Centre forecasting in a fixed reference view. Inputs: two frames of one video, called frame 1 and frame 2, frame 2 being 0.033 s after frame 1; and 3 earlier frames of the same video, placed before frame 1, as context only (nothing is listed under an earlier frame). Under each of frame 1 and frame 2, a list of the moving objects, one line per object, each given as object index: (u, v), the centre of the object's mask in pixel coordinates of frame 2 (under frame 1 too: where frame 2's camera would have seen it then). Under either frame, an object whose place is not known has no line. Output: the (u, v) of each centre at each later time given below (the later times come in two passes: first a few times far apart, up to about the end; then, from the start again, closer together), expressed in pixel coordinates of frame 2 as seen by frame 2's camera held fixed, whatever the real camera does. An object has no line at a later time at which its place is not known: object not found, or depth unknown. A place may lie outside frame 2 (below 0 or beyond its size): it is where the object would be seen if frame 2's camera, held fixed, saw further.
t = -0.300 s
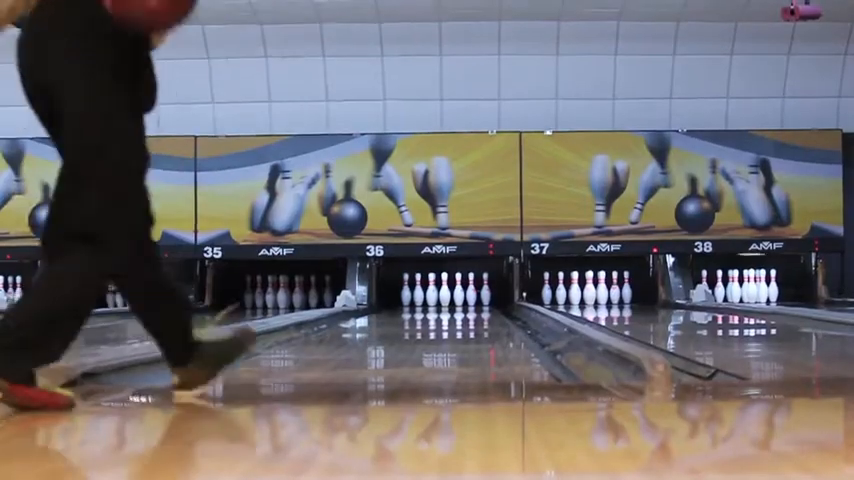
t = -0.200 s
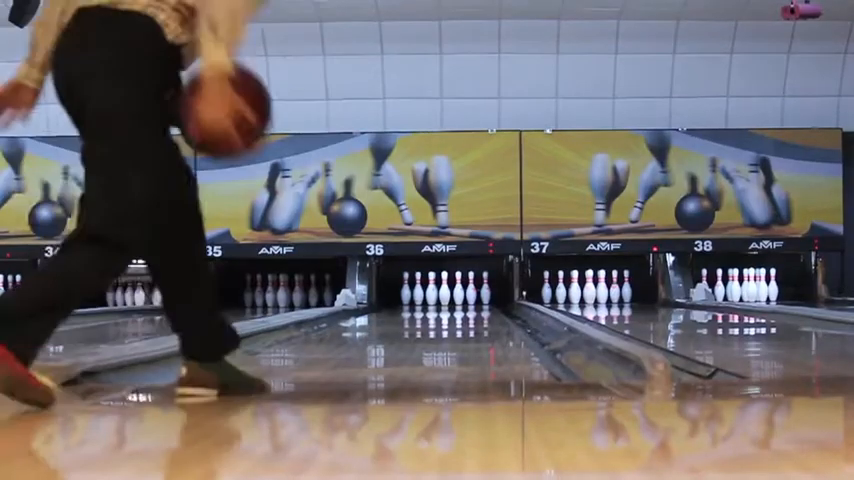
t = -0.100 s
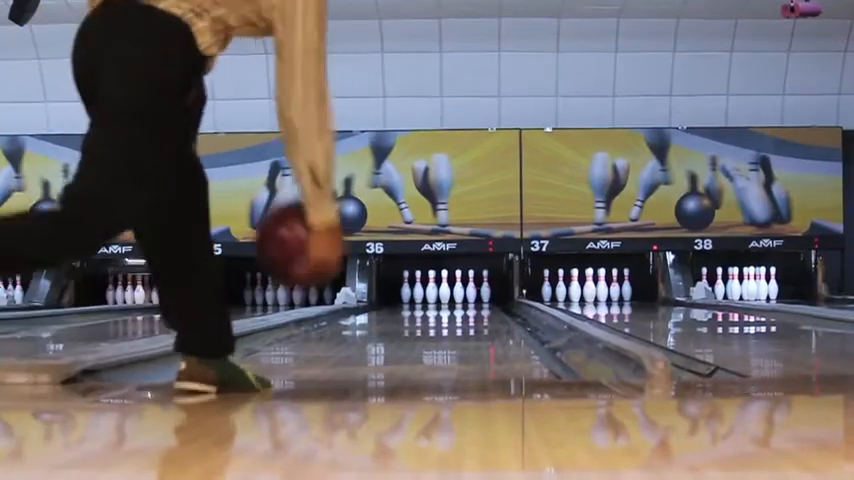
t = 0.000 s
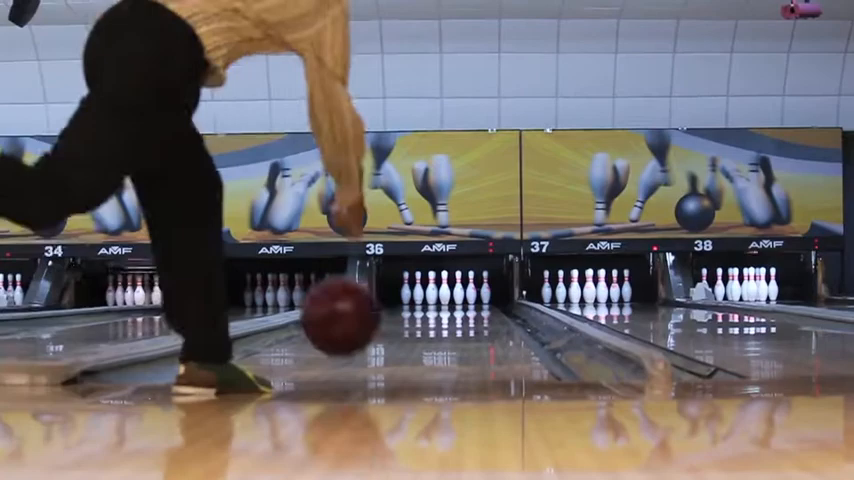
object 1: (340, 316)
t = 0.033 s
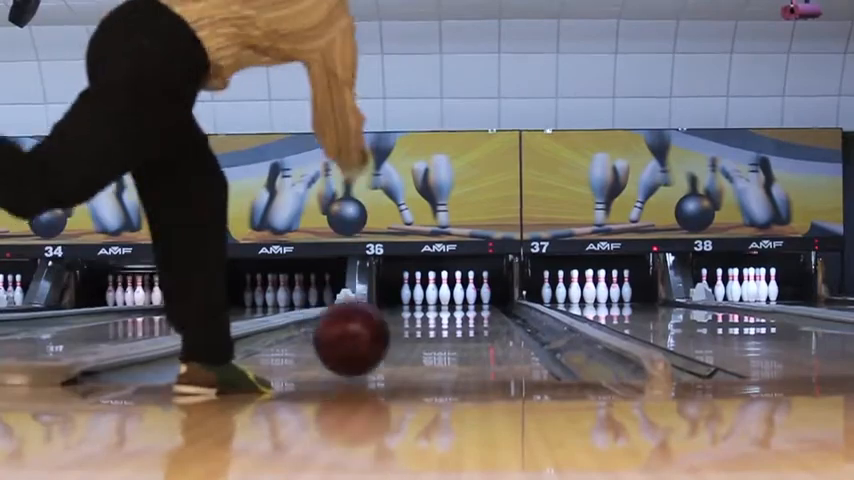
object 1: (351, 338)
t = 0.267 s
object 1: (405, 331)
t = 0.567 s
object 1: (448, 321)
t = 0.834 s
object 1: (472, 314)
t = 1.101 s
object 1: (488, 309)
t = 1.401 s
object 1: (496, 305)
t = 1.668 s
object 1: (499, 302)
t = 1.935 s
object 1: (499, 300)
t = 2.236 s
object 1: (494, 300)
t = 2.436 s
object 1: (487, 298)
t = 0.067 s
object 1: (361, 341)
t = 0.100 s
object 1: (369, 340)
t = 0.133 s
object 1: (378, 338)
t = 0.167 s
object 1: (385, 336)
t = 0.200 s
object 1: (393, 334)
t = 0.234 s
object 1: (399, 333)
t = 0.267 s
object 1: (405, 331)
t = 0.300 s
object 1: (412, 330)
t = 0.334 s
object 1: (417, 329)
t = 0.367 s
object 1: (423, 328)
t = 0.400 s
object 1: (427, 327)
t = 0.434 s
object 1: (432, 326)
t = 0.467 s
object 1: (437, 324)
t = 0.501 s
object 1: (440, 322)
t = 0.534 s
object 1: (444, 322)
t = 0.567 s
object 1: (448, 321)
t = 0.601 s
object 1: (452, 320)
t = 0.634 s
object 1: (455, 319)
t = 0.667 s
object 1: (458, 318)
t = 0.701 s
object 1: (461, 317)
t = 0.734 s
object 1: (464, 317)
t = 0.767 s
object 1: (468, 315)
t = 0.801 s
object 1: (470, 315)
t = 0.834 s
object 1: (472, 314)
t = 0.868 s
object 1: (475, 313)
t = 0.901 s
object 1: (478, 313)
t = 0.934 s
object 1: (480, 312)
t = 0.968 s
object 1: (482, 312)
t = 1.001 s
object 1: (484, 311)
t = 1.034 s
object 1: (485, 310)
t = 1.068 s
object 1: (487, 309)
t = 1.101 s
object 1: (488, 309)
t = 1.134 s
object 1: (490, 308)
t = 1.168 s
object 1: (491, 308)
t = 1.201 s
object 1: (492, 307)
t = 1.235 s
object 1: (493, 307)
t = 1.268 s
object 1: (494, 306)
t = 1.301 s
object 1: (495, 306)
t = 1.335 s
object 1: (495, 306)
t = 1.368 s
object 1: (495, 305)
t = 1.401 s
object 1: (496, 305)
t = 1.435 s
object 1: (497, 305)
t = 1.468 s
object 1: (497, 304)
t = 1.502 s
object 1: (497, 304)
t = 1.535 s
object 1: (498, 304)
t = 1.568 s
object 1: (499, 303)
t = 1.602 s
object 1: (499, 303)
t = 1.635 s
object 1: (499, 302)
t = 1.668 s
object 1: (499, 302)
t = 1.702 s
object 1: (499, 302)
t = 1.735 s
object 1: (499, 302)
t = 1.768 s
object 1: (499, 301)
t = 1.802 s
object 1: (499, 301)
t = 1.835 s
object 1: (499, 301)
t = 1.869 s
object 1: (499, 301)
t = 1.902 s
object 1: (499, 300)
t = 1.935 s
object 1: (499, 300)
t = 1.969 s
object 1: (499, 300)
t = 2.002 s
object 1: (498, 300)
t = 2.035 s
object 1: (497, 300)
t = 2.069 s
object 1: (496, 300)
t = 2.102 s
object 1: (496, 300)
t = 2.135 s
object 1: (496, 300)
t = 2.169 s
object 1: (495, 300)
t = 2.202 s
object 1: (495, 300)
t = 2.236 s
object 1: (494, 300)
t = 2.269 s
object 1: (493, 300)
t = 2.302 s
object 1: (493, 300)
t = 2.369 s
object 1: (491, 300)
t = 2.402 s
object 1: (490, 299)
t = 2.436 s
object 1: (487, 298)
